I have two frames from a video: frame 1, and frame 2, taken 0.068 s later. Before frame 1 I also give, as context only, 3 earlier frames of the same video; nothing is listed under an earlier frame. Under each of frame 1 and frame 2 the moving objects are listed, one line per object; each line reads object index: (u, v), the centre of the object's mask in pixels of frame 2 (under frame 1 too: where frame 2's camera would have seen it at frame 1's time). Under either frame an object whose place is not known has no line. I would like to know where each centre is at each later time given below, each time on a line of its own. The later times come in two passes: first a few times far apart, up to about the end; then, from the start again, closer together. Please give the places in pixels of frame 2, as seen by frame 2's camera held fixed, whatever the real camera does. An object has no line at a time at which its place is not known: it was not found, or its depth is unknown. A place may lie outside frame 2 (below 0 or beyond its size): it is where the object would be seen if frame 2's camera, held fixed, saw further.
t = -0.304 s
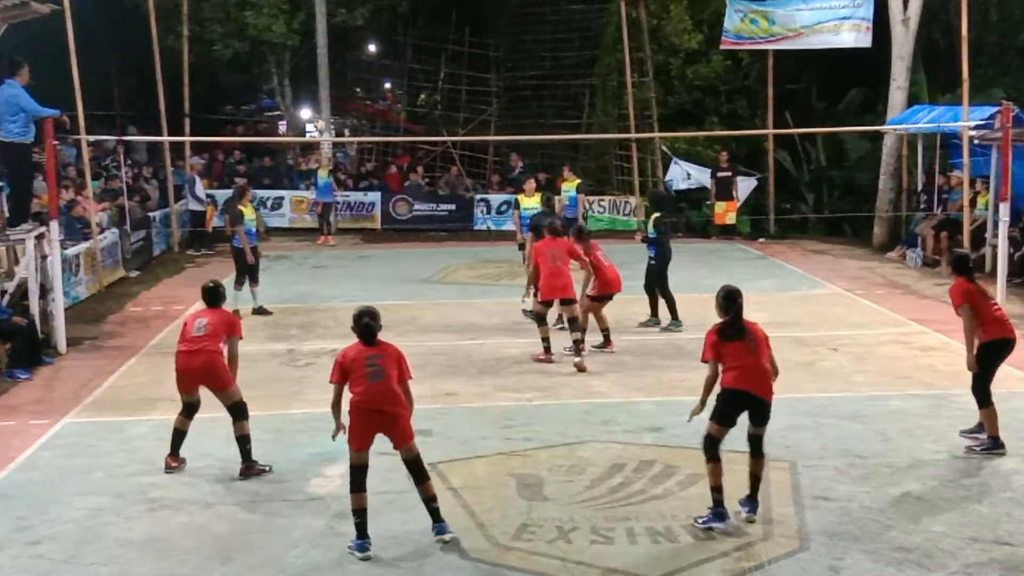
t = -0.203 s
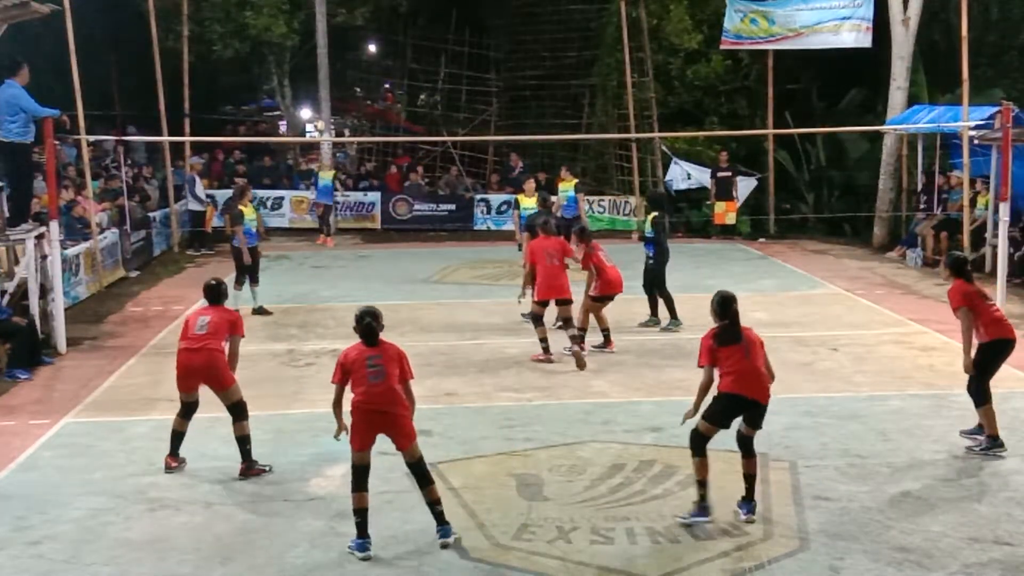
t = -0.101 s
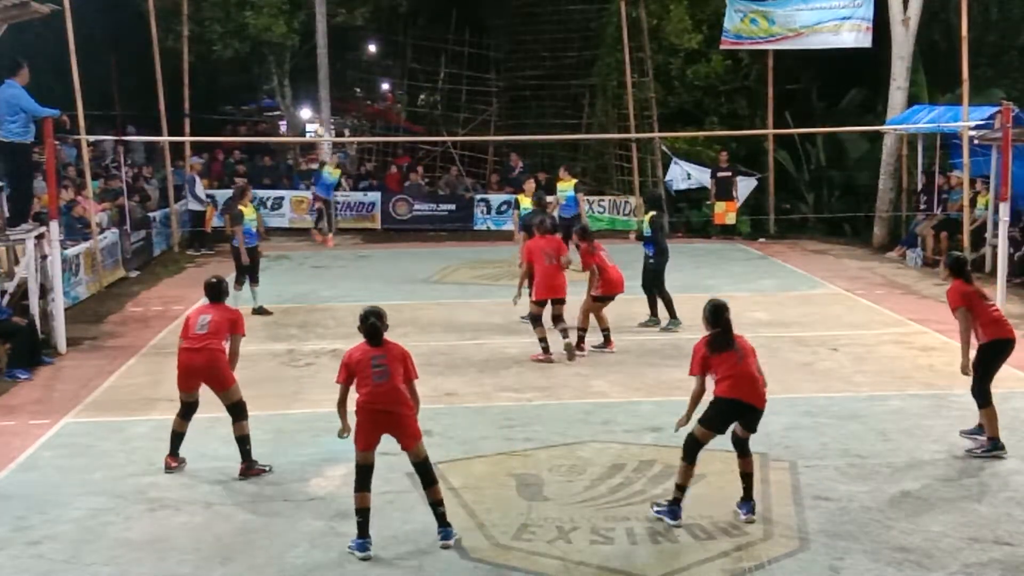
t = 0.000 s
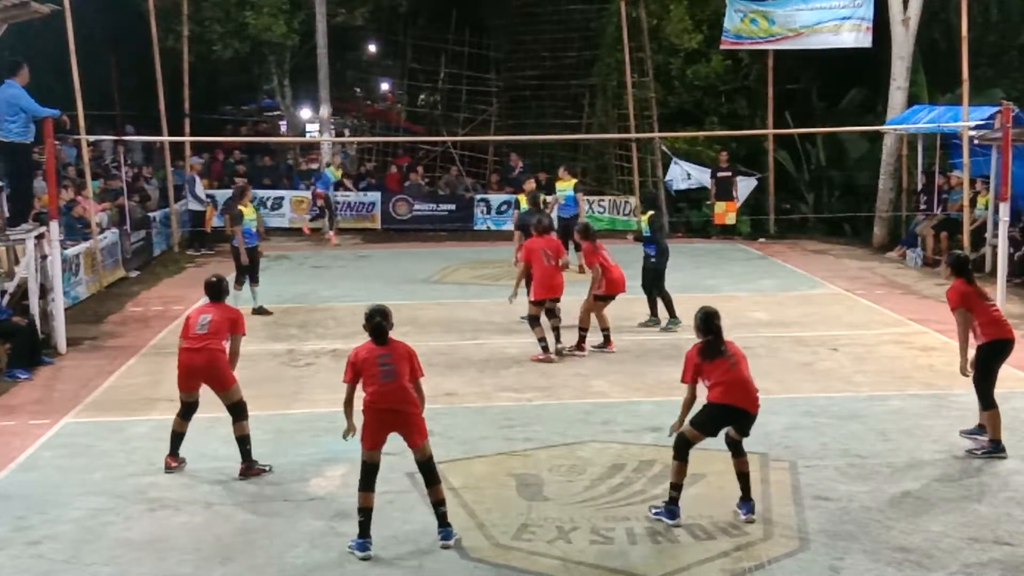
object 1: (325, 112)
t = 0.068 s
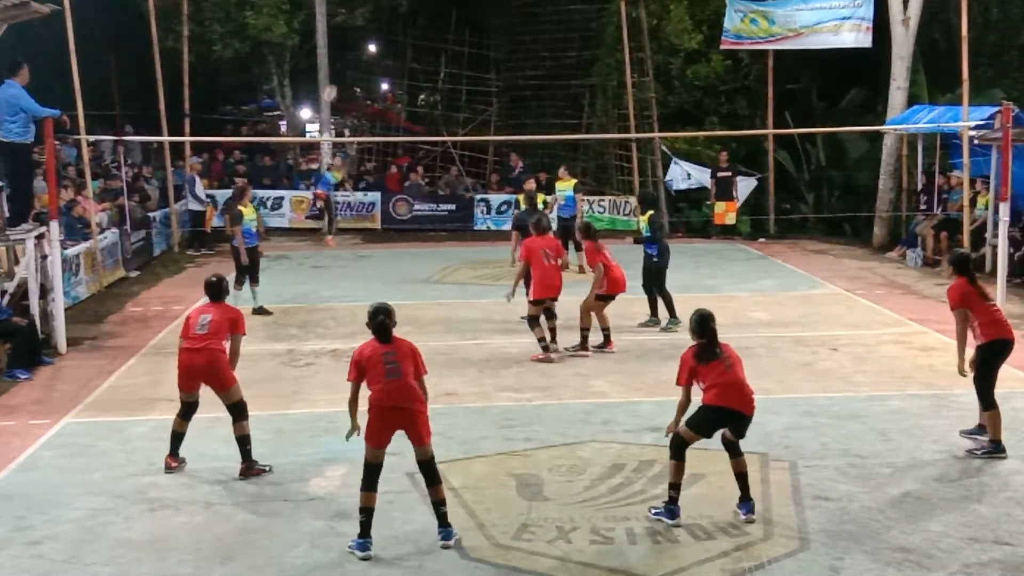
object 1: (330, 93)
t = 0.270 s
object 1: (346, 48)
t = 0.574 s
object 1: (378, 13)
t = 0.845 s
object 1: (426, 55)
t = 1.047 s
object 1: (488, 174)
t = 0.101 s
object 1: (333, 85)
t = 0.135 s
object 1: (335, 77)
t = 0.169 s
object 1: (338, 69)
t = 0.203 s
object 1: (340, 62)
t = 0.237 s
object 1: (343, 55)
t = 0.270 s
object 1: (346, 48)
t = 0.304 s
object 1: (349, 42)
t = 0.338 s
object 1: (353, 36)
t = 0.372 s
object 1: (356, 31)
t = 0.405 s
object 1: (359, 26)
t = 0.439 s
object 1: (363, 22)
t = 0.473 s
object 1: (366, 18)
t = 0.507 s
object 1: (370, 16)
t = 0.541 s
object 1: (374, 14)
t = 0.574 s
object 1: (378, 13)
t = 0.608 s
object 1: (383, 14)
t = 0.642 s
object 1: (388, 15)
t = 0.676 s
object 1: (393, 17)
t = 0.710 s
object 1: (399, 21)
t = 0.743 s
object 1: (405, 27)
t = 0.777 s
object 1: (411, 34)
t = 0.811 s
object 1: (418, 43)
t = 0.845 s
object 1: (426, 55)
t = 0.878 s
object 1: (434, 68)
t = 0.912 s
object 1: (443, 84)
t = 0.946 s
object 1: (453, 103)
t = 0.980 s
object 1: (463, 120)
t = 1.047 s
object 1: (488, 174)
